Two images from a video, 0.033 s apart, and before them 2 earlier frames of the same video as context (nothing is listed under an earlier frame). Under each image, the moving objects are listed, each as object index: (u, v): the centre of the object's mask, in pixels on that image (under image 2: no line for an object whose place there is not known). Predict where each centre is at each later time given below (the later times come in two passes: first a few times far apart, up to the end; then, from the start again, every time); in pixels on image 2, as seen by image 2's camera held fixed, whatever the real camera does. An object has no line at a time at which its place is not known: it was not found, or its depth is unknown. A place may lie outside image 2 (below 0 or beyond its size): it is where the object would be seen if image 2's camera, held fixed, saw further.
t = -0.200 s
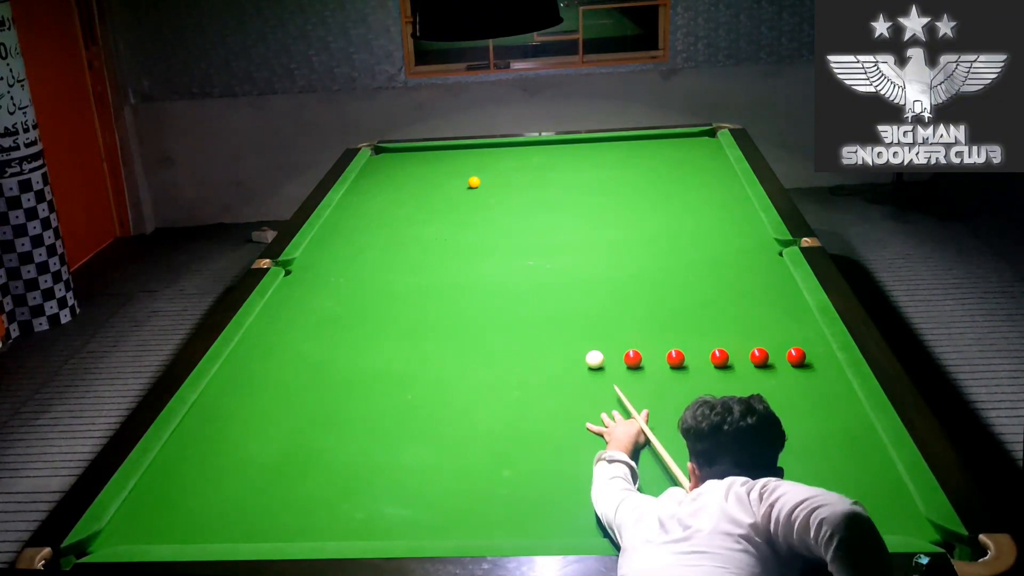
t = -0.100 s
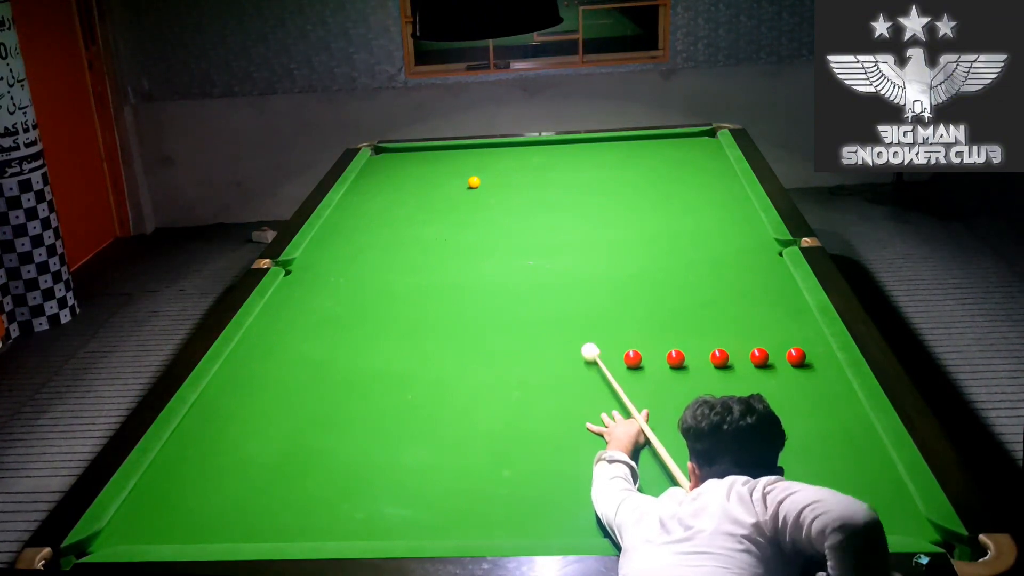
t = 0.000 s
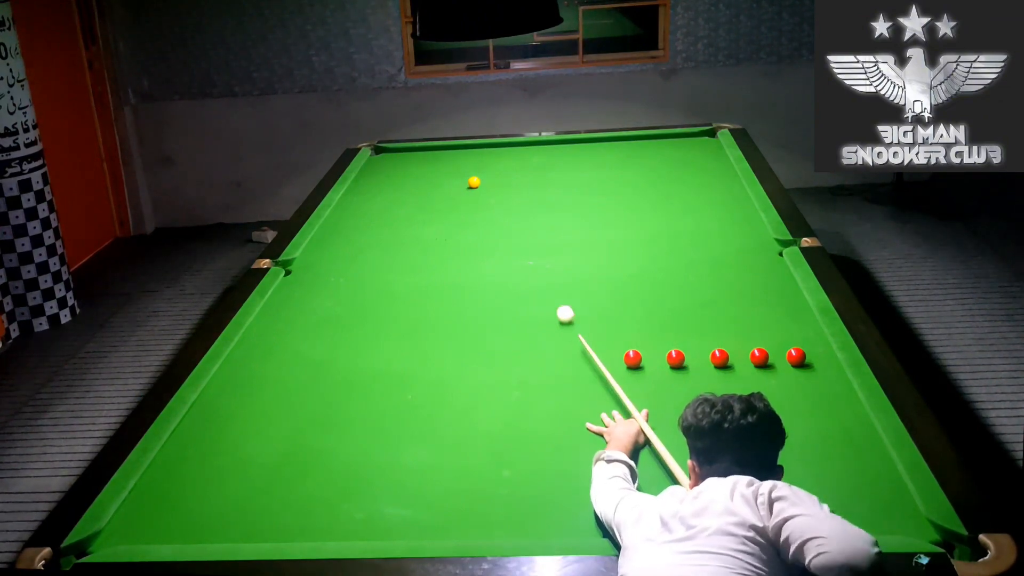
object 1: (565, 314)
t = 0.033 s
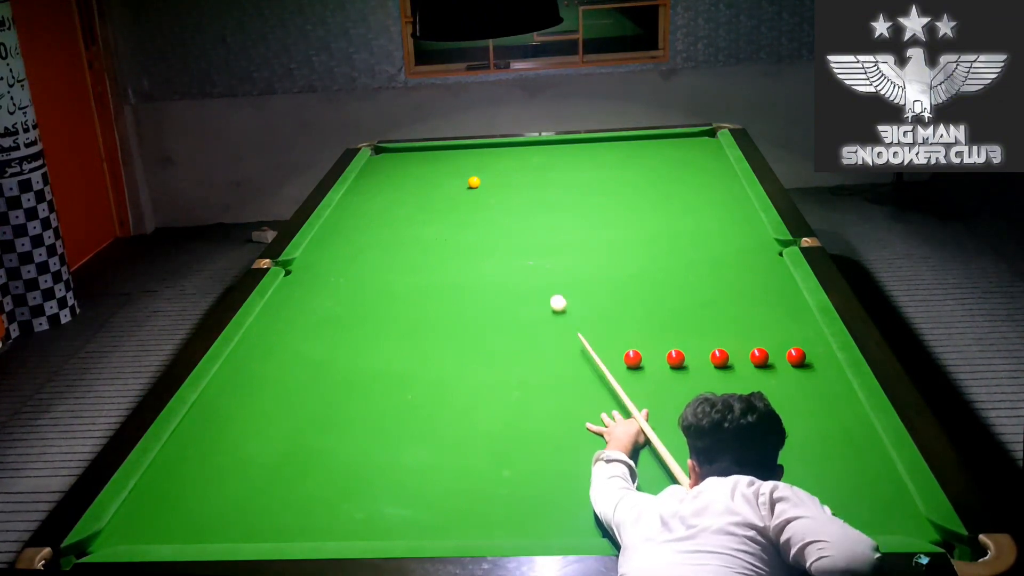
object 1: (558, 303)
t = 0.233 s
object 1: (523, 249)
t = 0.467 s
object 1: (492, 202)
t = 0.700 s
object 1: (502, 176)
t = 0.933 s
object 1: (527, 160)
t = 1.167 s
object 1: (549, 145)
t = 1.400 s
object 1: (564, 149)
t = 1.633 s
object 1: (579, 159)
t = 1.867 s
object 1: (594, 169)
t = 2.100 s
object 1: (610, 179)
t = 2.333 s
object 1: (626, 190)
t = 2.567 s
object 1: (643, 201)
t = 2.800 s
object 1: (661, 213)
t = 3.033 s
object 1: (680, 224)
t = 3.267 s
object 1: (699, 237)
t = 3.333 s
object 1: (705, 240)
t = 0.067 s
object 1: (551, 293)
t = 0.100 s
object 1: (545, 283)
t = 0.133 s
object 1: (539, 274)
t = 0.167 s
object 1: (533, 265)
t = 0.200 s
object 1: (528, 257)
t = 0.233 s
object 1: (523, 249)
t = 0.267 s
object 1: (518, 241)
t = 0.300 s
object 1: (513, 234)
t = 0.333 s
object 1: (508, 227)
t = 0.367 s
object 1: (504, 220)
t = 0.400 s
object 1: (500, 214)
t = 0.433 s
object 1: (496, 208)
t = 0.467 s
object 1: (492, 202)
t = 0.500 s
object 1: (488, 196)
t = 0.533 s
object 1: (485, 191)
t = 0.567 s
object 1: (481, 185)
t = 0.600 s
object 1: (485, 183)
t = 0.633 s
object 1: (491, 181)
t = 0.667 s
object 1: (497, 179)
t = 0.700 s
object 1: (502, 176)
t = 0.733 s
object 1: (506, 174)
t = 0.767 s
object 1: (510, 172)
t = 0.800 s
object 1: (514, 169)
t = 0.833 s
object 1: (517, 167)
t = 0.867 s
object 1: (521, 165)
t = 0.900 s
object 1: (524, 162)
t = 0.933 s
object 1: (527, 160)
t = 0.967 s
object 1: (530, 158)
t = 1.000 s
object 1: (534, 155)
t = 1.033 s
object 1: (537, 153)
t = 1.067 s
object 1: (540, 151)
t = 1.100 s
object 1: (543, 149)
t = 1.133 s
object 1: (546, 147)
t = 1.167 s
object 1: (549, 145)
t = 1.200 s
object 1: (552, 143)
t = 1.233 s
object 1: (554, 142)
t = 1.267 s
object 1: (556, 144)
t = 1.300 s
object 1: (558, 145)
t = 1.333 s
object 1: (560, 146)
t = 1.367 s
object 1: (562, 148)
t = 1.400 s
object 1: (564, 149)
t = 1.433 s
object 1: (566, 150)
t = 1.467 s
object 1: (568, 152)
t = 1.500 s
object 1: (570, 153)
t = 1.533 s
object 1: (572, 155)
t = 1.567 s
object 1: (574, 156)
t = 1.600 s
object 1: (577, 157)
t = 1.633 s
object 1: (579, 159)
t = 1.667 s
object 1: (581, 160)
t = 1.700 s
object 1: (583, 162)
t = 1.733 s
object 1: (585, 163)
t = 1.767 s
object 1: (587, 165)
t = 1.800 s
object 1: (589, 166)
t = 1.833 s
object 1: (592, 167)
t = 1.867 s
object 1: (594, 169)
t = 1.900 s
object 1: (596, 170)
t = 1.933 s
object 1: (598, 172)
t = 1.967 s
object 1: (601, 173)
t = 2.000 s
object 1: (603, 175)
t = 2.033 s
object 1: (605, 176)
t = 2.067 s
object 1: (607, 178)
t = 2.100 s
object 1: (610, 179)
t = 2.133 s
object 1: (612, 181)
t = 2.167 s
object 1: (614, 182)
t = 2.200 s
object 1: (617, 184)
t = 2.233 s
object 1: (619, 185)
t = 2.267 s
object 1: (621, 187)
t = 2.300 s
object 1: (624, 188)
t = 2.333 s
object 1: (626, 190)
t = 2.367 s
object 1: (629, 192)
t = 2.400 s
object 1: (631, 193)
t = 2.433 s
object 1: (633, 195)
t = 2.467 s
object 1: (636, 196)
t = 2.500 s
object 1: (638, 198)
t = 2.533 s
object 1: (641, 200)
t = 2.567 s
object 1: (643, 201)
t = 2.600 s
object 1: (646, 203)
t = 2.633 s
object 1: (648, 204)
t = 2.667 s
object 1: (651, 206)
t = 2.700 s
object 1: (653, 208)
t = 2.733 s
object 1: (656, 209)
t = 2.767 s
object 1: (659, 211)
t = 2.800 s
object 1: (661, 213)
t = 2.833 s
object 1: (664, 214)
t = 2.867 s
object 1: (666, 216)
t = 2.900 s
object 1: (669, 218)
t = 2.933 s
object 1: (672, 219)
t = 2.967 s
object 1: (674, 221)
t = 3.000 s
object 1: (677, 223)
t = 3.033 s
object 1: (680, 224)
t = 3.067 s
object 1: (683, 226)
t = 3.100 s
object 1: (686, 228)
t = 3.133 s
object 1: (688, 230)
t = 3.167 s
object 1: (691, 231)
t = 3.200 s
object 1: (693, 233)
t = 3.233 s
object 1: (696, 235)
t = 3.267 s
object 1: (699, 237)
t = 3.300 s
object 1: (702, 238)
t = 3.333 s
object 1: (705, 240)
